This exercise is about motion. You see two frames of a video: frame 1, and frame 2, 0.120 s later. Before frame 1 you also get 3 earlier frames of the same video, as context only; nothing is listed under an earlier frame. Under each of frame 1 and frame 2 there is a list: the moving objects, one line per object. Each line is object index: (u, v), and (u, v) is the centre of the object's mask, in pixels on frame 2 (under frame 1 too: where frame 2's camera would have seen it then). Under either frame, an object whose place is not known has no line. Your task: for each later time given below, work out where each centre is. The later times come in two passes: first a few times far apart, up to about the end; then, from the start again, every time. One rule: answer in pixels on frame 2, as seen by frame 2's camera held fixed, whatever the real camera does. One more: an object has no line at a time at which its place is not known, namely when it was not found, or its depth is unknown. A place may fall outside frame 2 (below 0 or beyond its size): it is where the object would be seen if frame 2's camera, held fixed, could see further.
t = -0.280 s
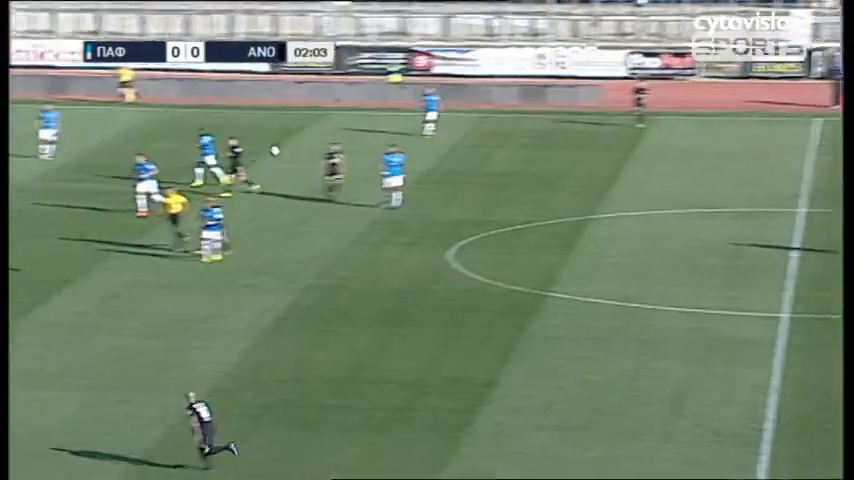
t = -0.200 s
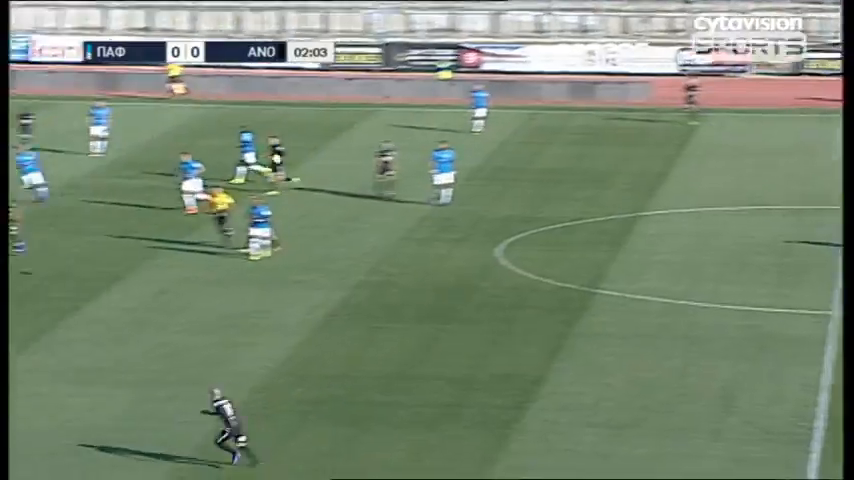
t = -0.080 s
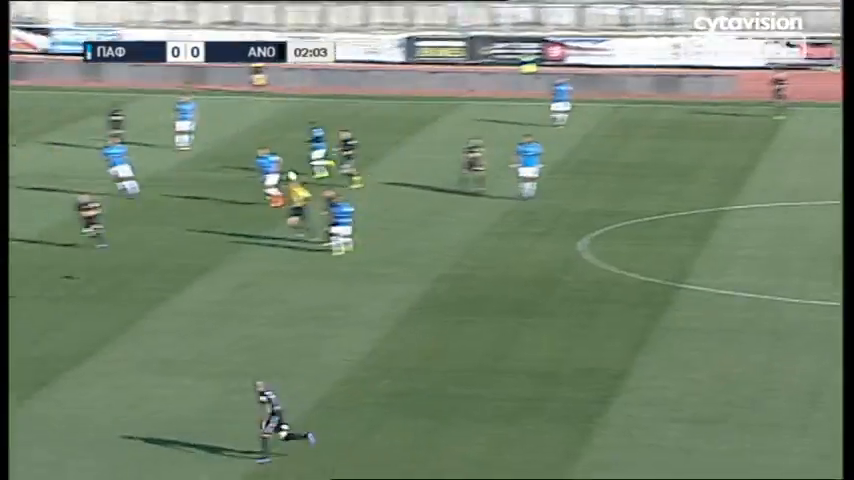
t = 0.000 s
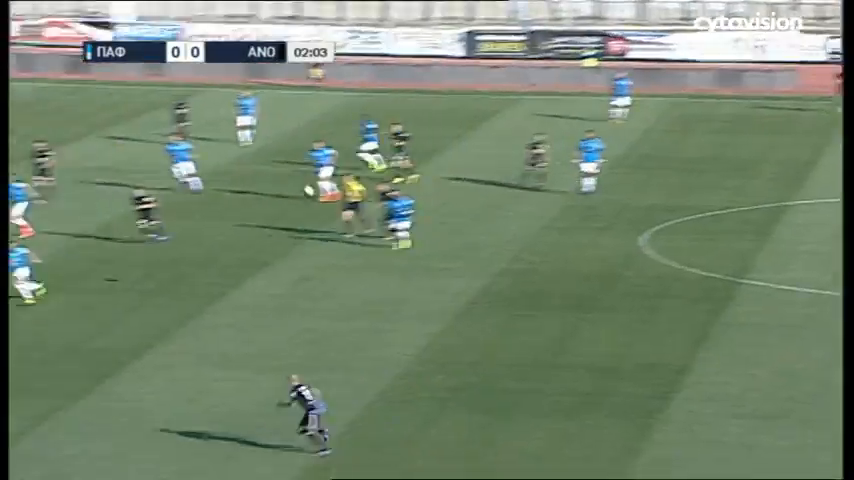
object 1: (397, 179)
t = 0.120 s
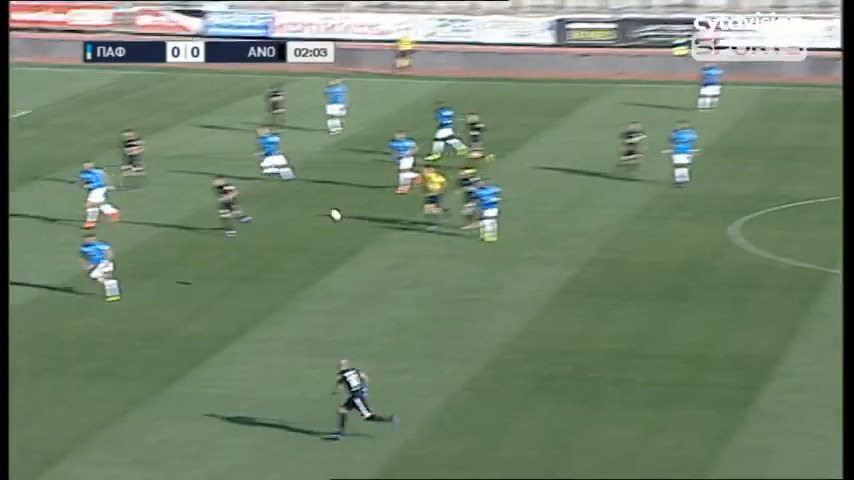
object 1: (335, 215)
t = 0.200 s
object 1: (296, 243)
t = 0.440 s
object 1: (191, 320)
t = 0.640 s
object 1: (130, 289)
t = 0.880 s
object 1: (64, 282)
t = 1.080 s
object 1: (12, 299)
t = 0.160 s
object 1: (316, 229)
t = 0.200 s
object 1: (296, 243)
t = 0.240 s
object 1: (277, 258)
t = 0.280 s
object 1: (258, 275)
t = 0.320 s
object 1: (239, 292)
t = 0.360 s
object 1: (220, 310)
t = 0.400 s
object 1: (203, 327)
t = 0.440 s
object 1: (191, 320)
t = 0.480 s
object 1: (178, 312)
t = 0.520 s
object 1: (166, 305)
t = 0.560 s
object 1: (154, 299)
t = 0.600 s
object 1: (142, 294)
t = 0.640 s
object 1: (130, 289)
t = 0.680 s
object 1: (119, 287)
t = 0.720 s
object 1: (108, 284)
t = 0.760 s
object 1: (97, 282)
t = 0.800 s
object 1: (86, 281)
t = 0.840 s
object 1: (75, 281)
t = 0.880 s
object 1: (64, 282)
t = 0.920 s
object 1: (53, 283)
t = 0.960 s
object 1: (42, 286)
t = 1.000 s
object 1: (32, 289)
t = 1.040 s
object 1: (21, 294)
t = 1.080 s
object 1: (12, 299)
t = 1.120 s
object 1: (2, 305)
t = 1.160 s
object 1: (-8, 311)
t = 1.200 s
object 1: (-18, 319)
